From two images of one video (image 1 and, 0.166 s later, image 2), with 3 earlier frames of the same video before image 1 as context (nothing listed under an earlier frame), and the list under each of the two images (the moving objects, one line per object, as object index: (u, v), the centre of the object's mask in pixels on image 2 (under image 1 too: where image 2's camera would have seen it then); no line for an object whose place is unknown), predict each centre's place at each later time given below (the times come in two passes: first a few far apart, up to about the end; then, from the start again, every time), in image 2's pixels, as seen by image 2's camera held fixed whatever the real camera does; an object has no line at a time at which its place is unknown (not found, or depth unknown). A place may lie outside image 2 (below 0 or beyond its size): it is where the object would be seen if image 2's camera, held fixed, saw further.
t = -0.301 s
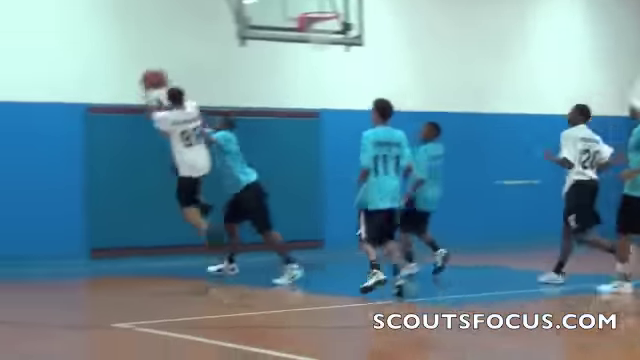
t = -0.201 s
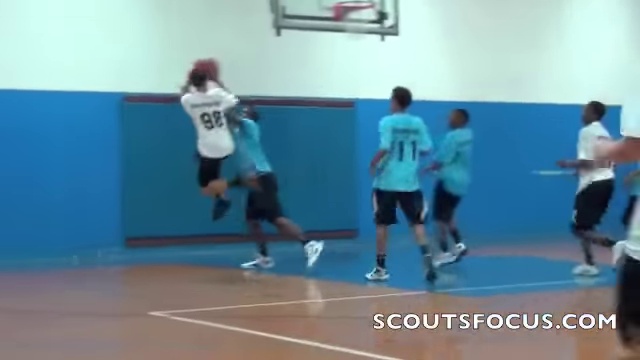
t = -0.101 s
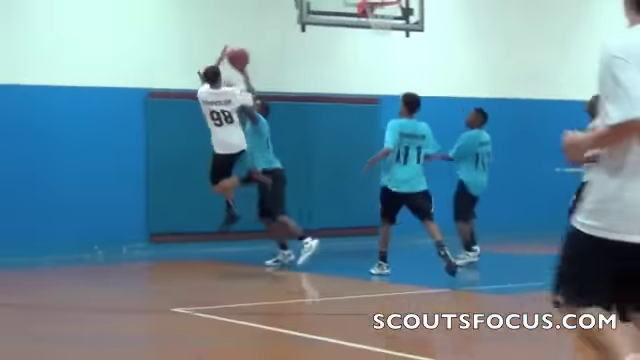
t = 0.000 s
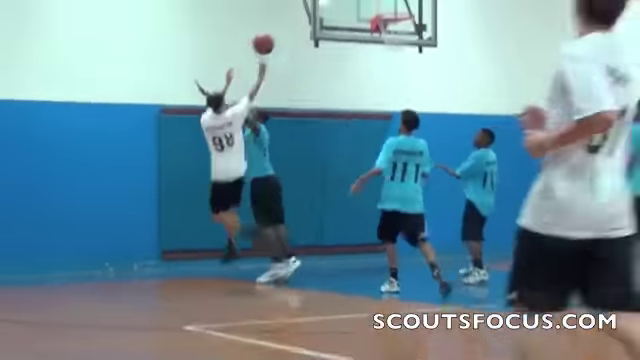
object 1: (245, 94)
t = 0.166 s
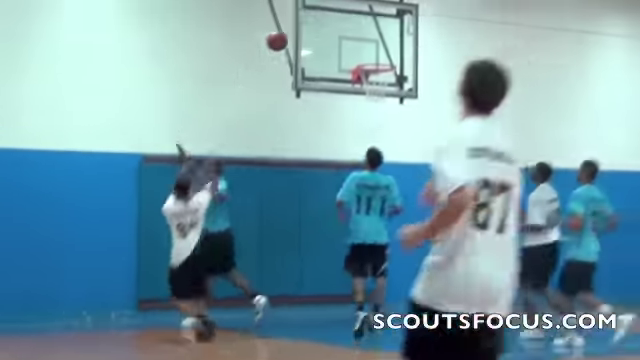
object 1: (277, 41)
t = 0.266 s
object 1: (294, 21)
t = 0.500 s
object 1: (332, 11)
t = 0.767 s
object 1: (376, 45)
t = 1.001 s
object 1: (370, 61)
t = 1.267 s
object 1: (385, 57)
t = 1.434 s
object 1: (389, 57)
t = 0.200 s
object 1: (282, 33)
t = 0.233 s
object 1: (288, 26)
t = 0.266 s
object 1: (294, 21)
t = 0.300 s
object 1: (299, 18)
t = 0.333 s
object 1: (306, 14)
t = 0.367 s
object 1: (310, 11)
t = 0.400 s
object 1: (316, 10)
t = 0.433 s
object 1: (321, 10)
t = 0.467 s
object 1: (326, 11)
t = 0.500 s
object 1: (332, 11)
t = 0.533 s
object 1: (337, 15)
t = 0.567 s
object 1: (342, 18)
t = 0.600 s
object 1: (347, 22)
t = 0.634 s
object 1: (353, 24)
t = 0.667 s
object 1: (359, 28)
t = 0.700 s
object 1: (364, 33)
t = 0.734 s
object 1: (370, 39)
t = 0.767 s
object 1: (376, 45)
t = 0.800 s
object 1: (382, 53)
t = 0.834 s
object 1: (387, 62)
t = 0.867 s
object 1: (385, 63)
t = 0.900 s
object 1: (377, 63)
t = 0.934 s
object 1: (373, 63)
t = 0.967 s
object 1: (372, 62)
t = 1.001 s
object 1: (370, 61)
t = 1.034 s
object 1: (369, 60)
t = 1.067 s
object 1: (371, 57)
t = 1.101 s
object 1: (373, 55)
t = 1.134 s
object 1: (376, 54)
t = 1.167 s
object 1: (378, 54)
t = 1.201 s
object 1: (380, 54)
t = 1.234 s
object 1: (382, 55)
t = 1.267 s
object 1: (385, 57)
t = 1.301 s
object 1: (386, 58)
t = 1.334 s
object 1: (387, 57)
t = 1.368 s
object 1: (388, 56)
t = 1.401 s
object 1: (388, 57)
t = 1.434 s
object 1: (389, 57)
